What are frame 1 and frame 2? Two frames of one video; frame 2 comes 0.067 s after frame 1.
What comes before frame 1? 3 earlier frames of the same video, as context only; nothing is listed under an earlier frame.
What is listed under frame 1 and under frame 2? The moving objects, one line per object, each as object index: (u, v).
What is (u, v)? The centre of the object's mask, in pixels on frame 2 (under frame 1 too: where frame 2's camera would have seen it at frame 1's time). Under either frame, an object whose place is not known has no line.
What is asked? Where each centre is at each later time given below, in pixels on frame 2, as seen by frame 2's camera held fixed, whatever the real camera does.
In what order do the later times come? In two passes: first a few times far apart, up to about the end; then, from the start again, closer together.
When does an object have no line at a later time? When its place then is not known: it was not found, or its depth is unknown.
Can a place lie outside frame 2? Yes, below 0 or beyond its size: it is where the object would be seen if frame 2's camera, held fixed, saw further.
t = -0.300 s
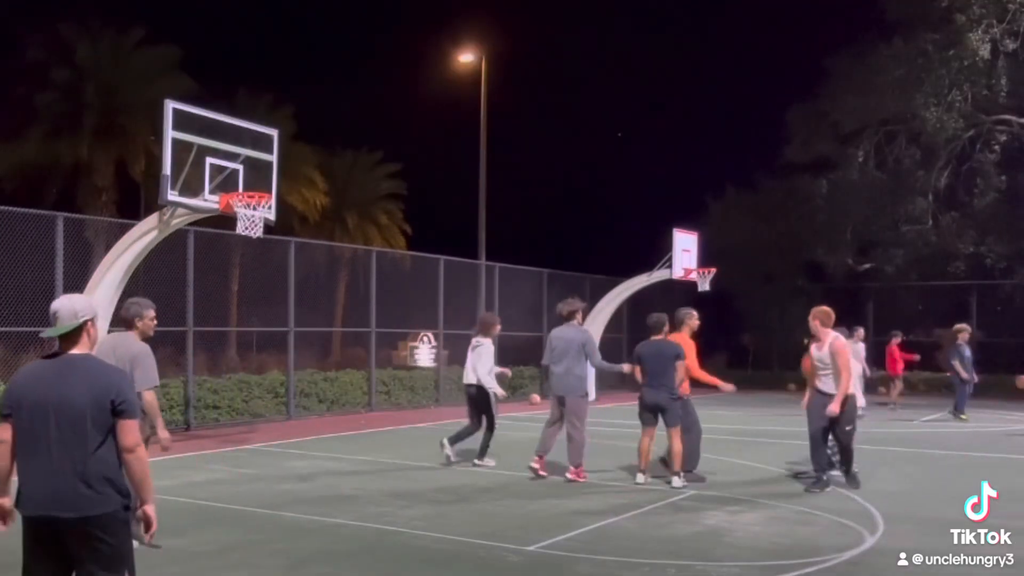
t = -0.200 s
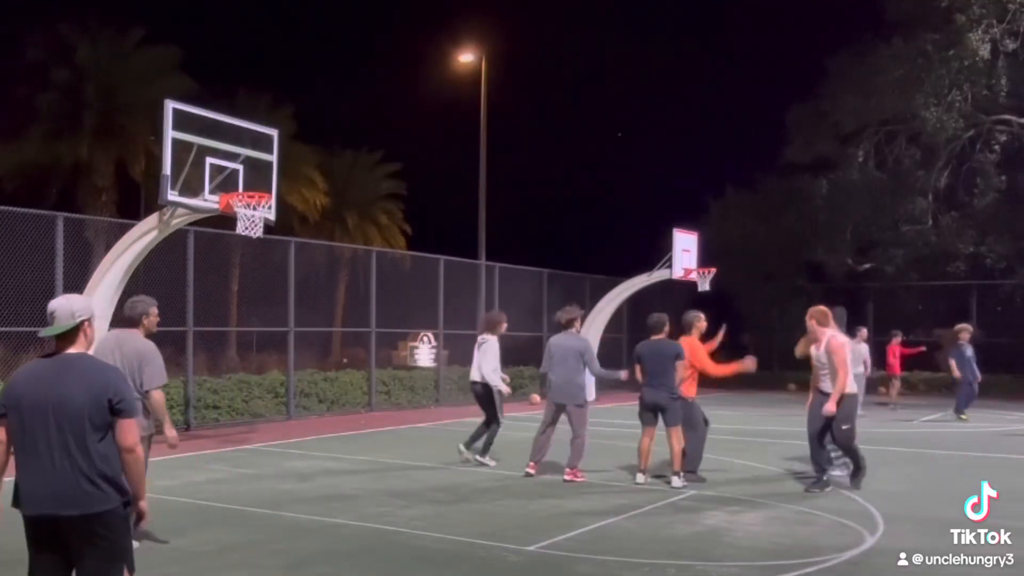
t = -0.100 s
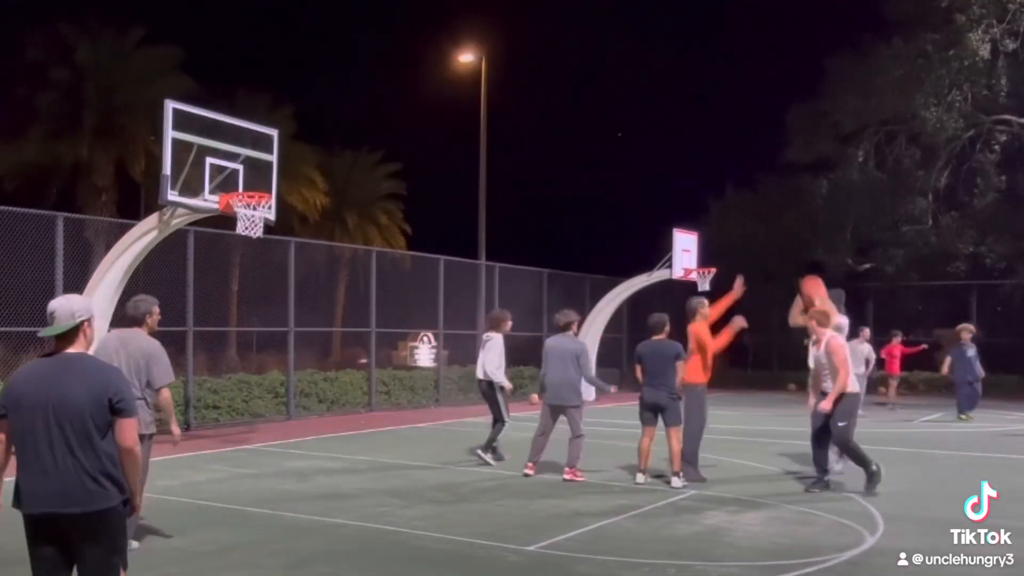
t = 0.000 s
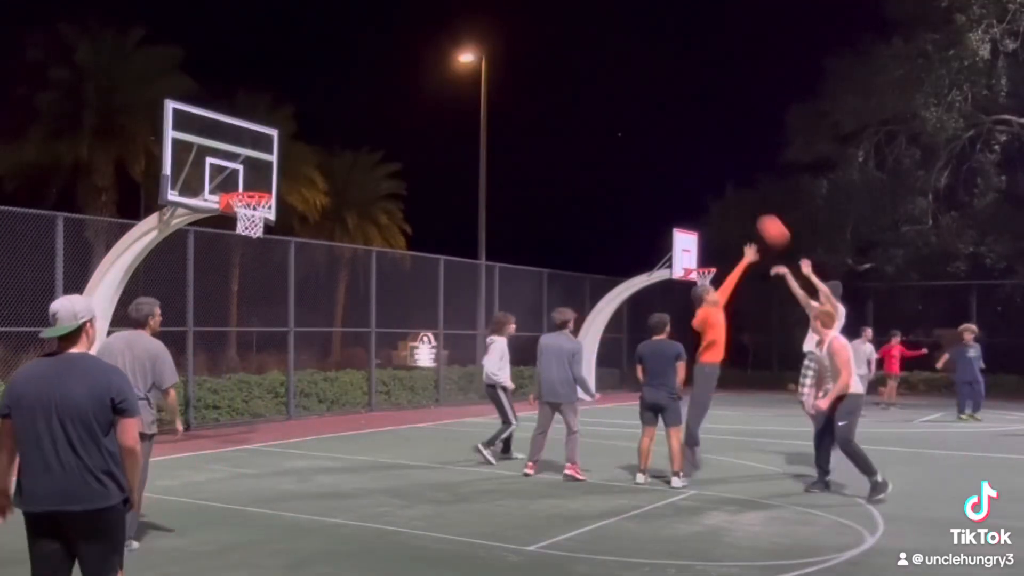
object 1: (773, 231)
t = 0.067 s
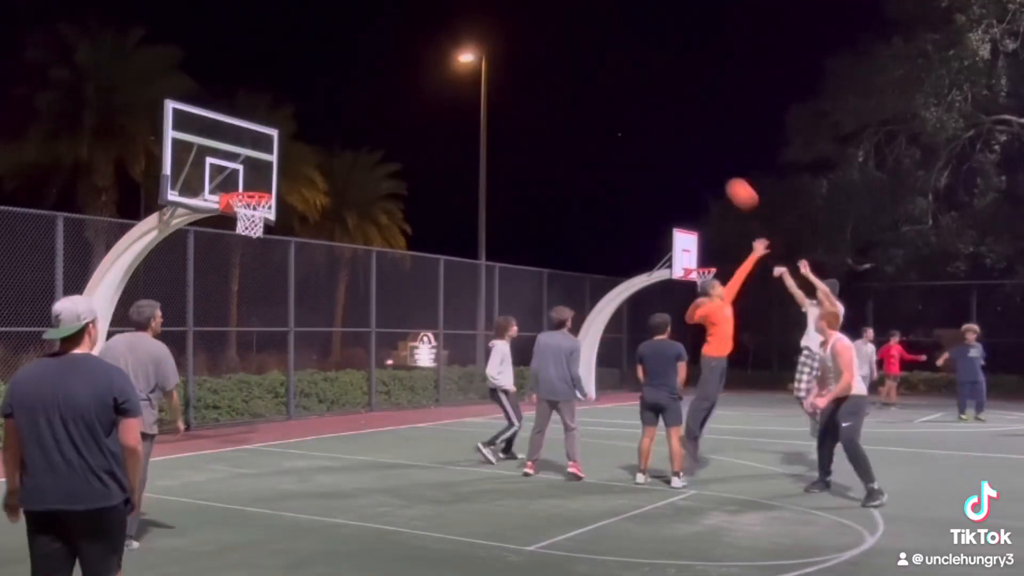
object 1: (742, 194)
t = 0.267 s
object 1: (648, 108)
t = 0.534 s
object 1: (527, 55)
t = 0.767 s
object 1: (424, 62)
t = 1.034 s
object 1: (310, 125)
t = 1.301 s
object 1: (258, 236)
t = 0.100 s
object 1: (725, 177)
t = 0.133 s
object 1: (710, 162)
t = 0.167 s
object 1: (694, 147)
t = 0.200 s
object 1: (679, 133)
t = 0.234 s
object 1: (663, 120)
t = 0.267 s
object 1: (648, 108)
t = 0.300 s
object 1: (633, 98)
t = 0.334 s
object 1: (617, 89)
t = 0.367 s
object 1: (603, 81)
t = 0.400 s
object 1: (587, 73)
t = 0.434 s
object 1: (572, 67)
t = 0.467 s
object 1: (557, 62)
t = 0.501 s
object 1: (542, 58)
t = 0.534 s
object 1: (527, 55)
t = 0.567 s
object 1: (512, 53)
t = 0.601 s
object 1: (498, 51)
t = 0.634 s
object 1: (486, 50)
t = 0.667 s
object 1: (468, 53)
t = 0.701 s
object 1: (452, 55)
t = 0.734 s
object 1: (440, 58)
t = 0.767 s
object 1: (424, 62)
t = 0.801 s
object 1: (409, 67)
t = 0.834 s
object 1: (395, 72)
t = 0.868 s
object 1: (381, 79)
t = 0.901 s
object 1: (366, 86)
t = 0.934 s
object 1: (352, 95)
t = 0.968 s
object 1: (338, 104)
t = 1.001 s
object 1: (324, 114)
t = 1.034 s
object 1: (310, 125)
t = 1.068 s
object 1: (296, 137)
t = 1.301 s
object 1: (258, 236)
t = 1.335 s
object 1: (261, 241)
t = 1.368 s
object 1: (266, 250)
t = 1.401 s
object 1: (270, 262)
